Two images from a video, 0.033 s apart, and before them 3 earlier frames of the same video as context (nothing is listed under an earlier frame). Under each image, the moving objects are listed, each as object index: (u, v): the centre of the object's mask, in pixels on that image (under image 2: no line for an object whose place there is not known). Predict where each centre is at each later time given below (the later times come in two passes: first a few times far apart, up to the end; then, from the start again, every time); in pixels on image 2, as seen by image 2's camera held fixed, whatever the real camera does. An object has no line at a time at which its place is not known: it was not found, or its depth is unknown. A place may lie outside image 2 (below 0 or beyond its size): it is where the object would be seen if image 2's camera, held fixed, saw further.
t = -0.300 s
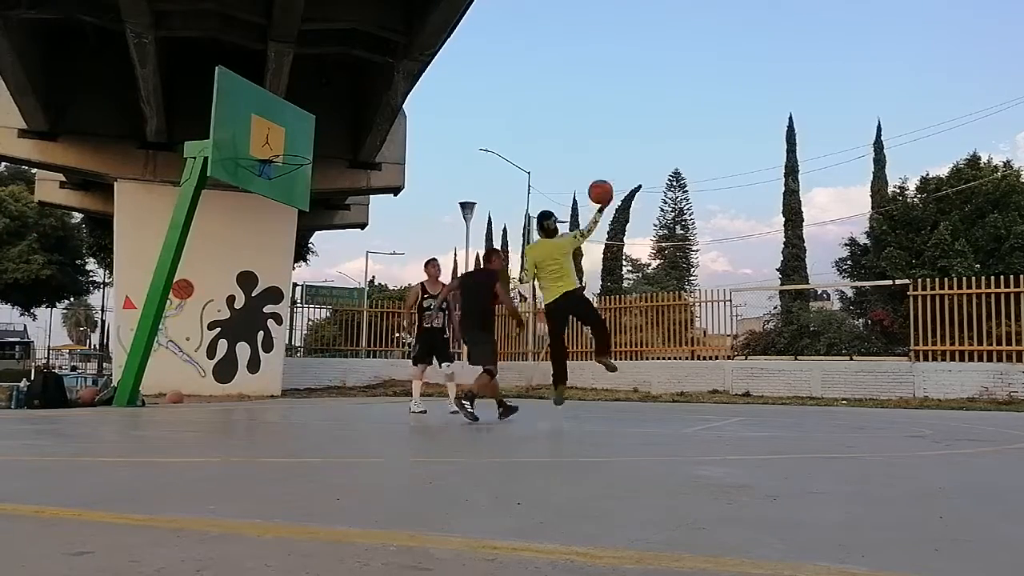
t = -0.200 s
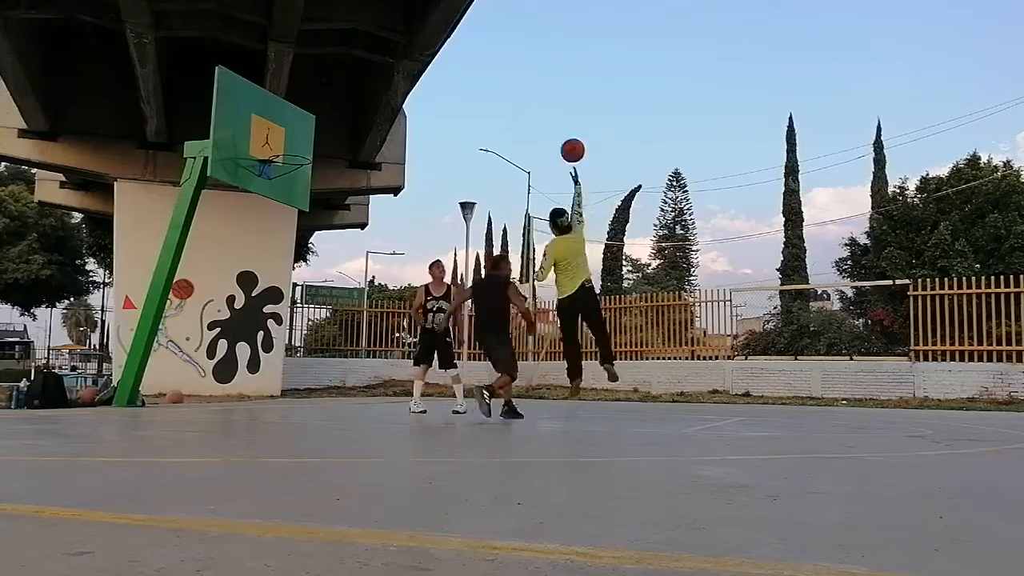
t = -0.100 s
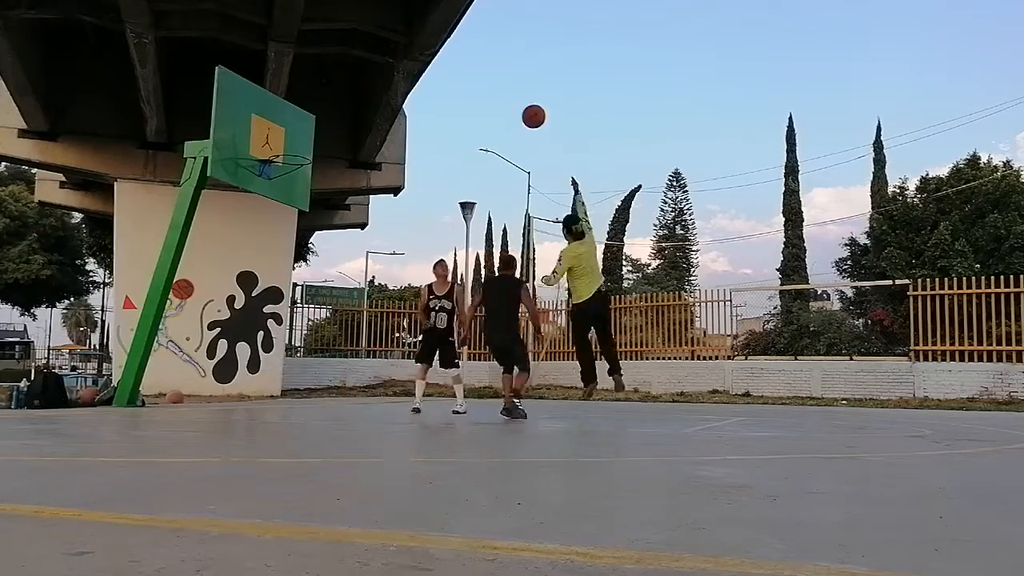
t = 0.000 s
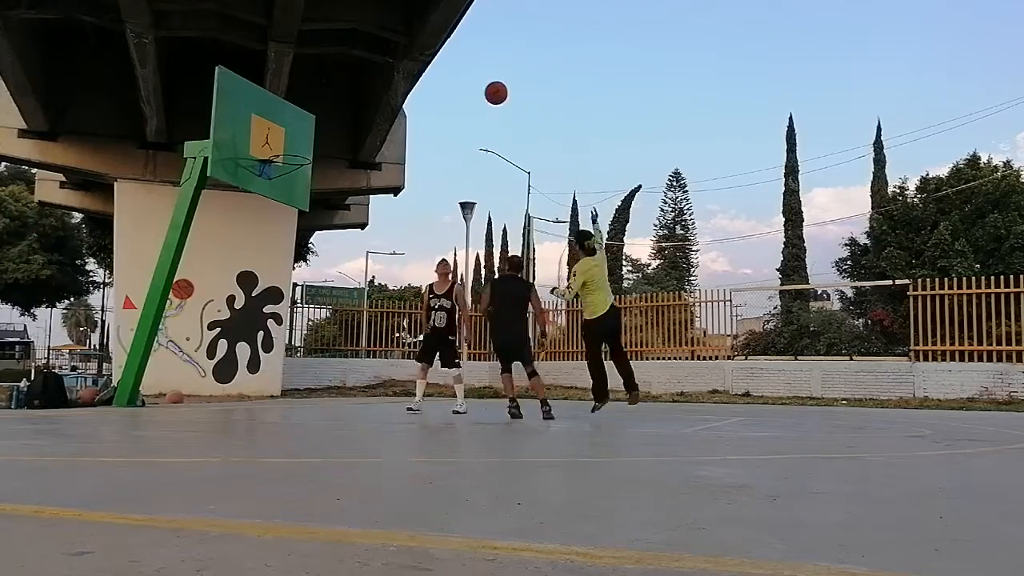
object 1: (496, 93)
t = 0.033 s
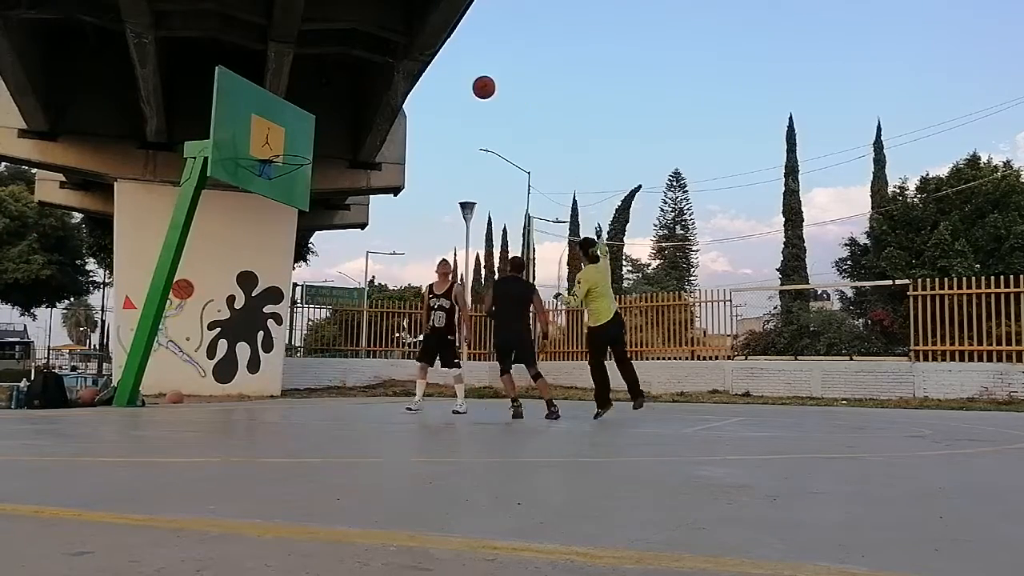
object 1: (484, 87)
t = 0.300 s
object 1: (394, 79)
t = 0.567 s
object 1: (312, 130)
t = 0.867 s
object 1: (298, 237)
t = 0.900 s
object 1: (304, 252)
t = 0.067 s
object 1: (472, 83)
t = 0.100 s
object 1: (460, 79)
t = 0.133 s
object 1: (449, 76)
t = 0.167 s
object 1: (437, 75)
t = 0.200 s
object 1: (426, 74)
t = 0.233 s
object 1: (415, 75)
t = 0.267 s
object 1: (404, 77)
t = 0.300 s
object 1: (394, 79)
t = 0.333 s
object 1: (383, 83)
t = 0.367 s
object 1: (372, 87)
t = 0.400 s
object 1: (362, 92)
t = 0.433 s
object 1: (351, 98)
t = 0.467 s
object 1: (341, 105)
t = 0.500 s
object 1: (331, 112)
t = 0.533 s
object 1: (321, 120)
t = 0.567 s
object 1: (312, 130)
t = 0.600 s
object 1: (302, 140)
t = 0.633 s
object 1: (292, 151)
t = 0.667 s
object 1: (283, 163)
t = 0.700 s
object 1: (271, 176)
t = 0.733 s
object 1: (272, 187)
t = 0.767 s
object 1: (279, 198)
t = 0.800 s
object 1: (286, 210)
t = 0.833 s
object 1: (292, 223)
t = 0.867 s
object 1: (298, 237)
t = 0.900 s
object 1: (304, 252)
